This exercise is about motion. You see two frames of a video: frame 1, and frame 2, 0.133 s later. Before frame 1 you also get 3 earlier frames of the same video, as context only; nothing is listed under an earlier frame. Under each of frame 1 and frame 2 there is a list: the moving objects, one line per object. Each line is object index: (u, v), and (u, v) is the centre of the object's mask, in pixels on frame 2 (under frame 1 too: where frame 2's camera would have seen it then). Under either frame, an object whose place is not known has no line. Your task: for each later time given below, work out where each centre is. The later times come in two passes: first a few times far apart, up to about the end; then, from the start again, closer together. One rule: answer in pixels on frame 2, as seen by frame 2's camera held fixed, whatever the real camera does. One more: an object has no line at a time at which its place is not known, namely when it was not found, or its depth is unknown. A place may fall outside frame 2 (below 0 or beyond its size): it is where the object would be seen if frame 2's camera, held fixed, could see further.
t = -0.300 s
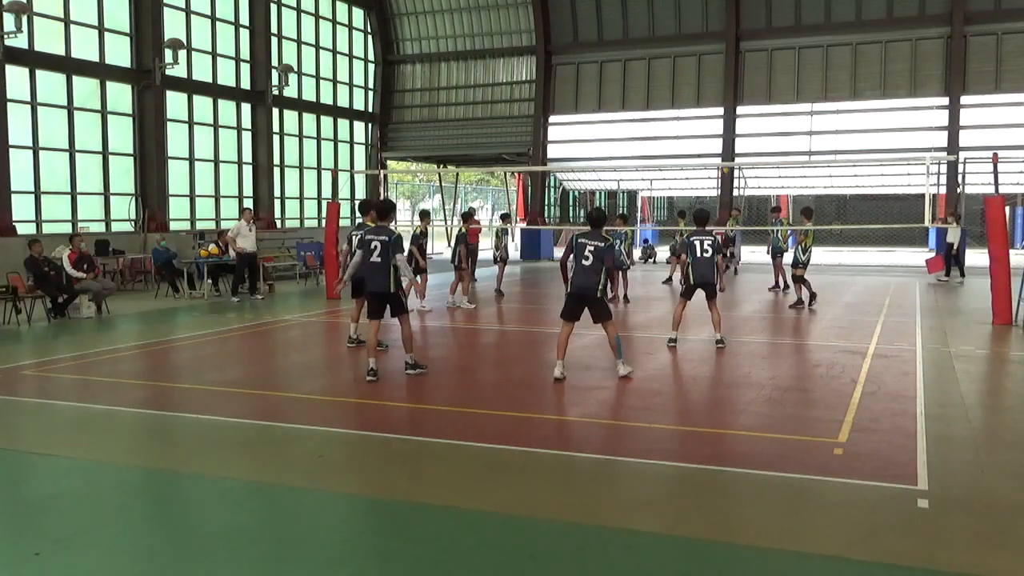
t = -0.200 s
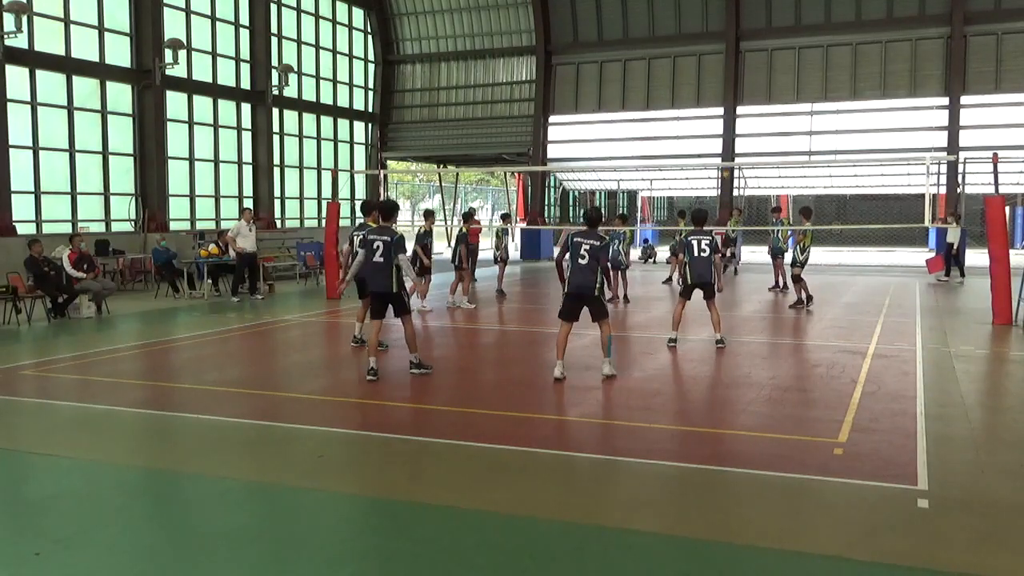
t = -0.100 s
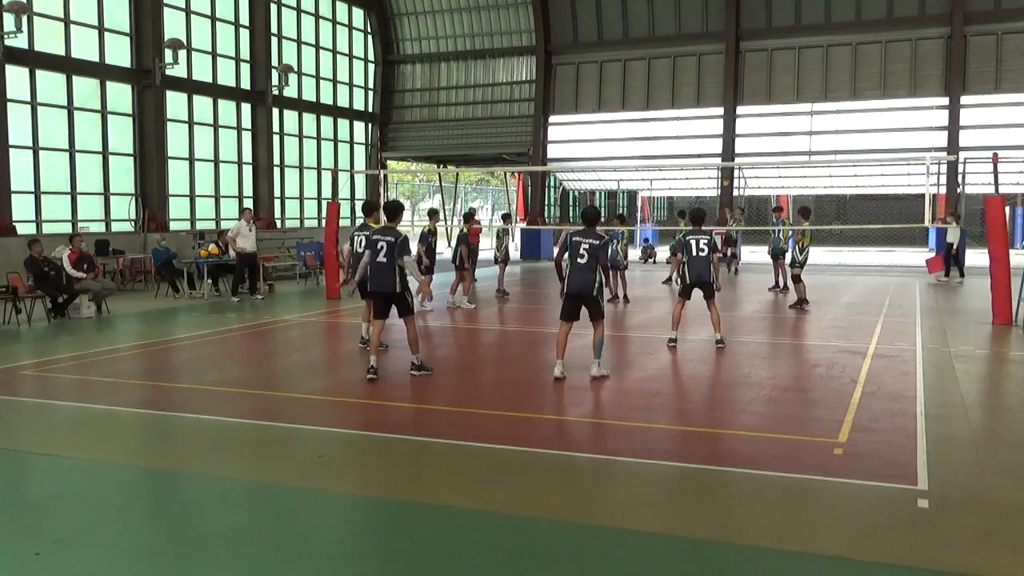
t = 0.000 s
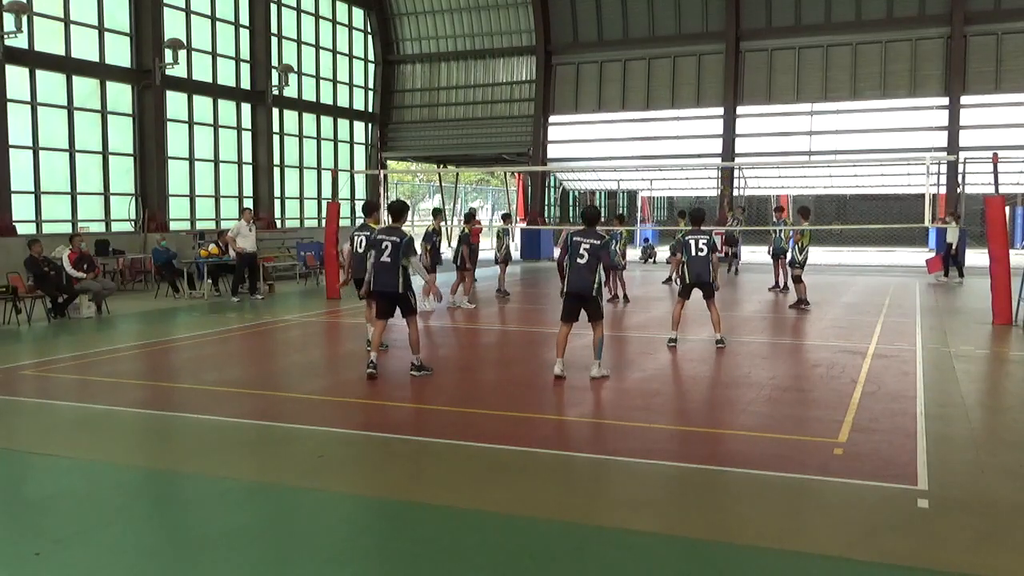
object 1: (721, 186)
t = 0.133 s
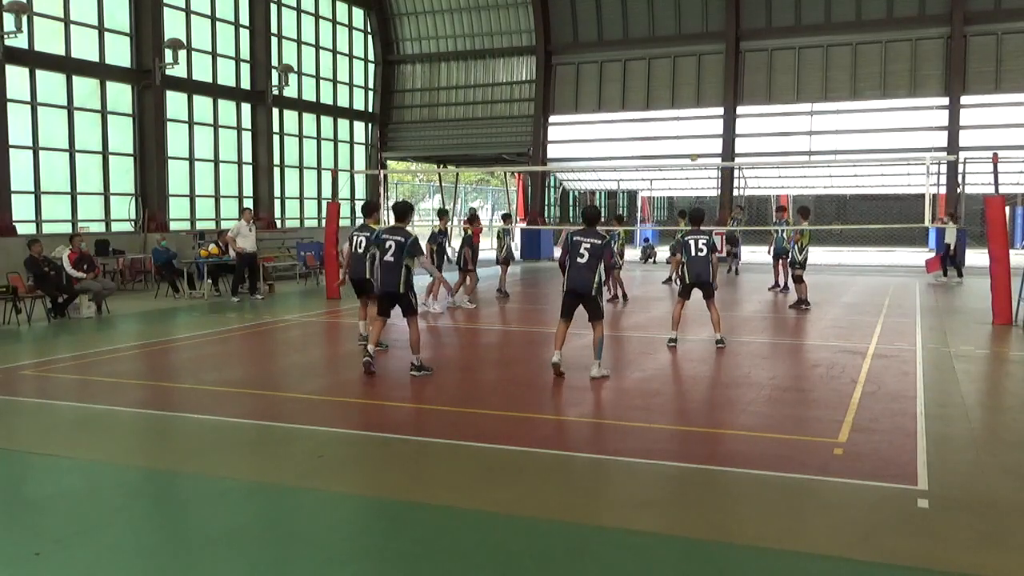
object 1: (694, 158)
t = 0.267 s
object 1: (660, 132)
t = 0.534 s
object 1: (584, 96)
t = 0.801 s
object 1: (495, 94)
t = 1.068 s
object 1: (378, 137)
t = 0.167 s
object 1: (685, 151)
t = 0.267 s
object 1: (660, 132)
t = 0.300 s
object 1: (652, 125)
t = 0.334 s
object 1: (643, 120)
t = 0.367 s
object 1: (634, 115)
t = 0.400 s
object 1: (624, 110)
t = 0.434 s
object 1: (615, 107)
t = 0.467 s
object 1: (605, 101)
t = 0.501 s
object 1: (596, 99)
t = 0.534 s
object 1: (584, 96)
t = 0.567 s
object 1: (575, 94)
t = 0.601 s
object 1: (564, 91)
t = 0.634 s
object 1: (553, 90)
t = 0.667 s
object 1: (542, 90)
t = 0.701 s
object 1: (530, 90)
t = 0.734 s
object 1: (519, 90)
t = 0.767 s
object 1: (508, 91)
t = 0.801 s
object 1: (495, 94)
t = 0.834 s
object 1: (481, 96)
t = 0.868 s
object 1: (470, 98)
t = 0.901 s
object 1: (454, 103)
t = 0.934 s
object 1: (441, 109)
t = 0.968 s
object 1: (426, 113)
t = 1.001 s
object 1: (410, 121)
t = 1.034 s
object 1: (394, 128)
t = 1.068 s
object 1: (378, 137)
